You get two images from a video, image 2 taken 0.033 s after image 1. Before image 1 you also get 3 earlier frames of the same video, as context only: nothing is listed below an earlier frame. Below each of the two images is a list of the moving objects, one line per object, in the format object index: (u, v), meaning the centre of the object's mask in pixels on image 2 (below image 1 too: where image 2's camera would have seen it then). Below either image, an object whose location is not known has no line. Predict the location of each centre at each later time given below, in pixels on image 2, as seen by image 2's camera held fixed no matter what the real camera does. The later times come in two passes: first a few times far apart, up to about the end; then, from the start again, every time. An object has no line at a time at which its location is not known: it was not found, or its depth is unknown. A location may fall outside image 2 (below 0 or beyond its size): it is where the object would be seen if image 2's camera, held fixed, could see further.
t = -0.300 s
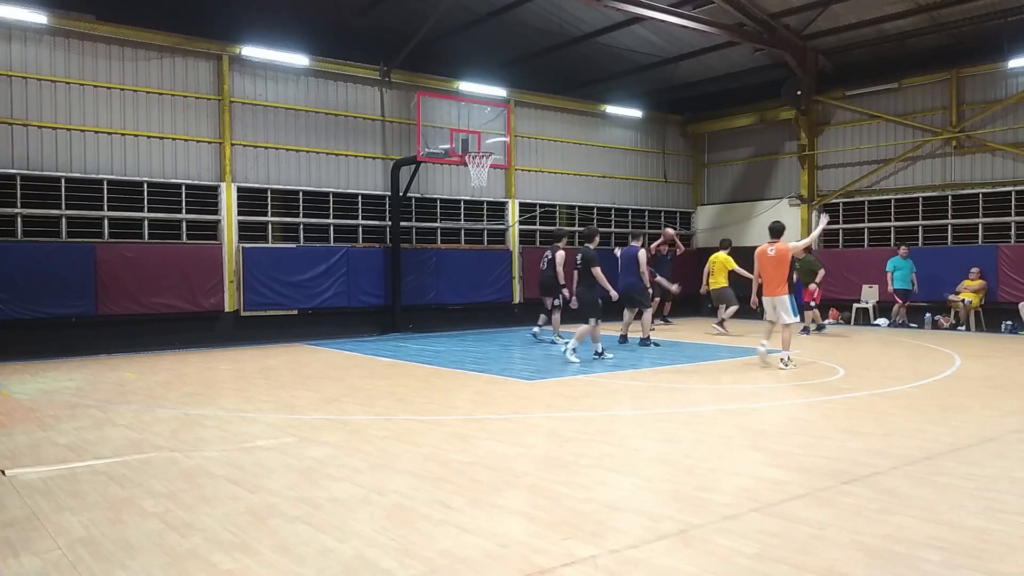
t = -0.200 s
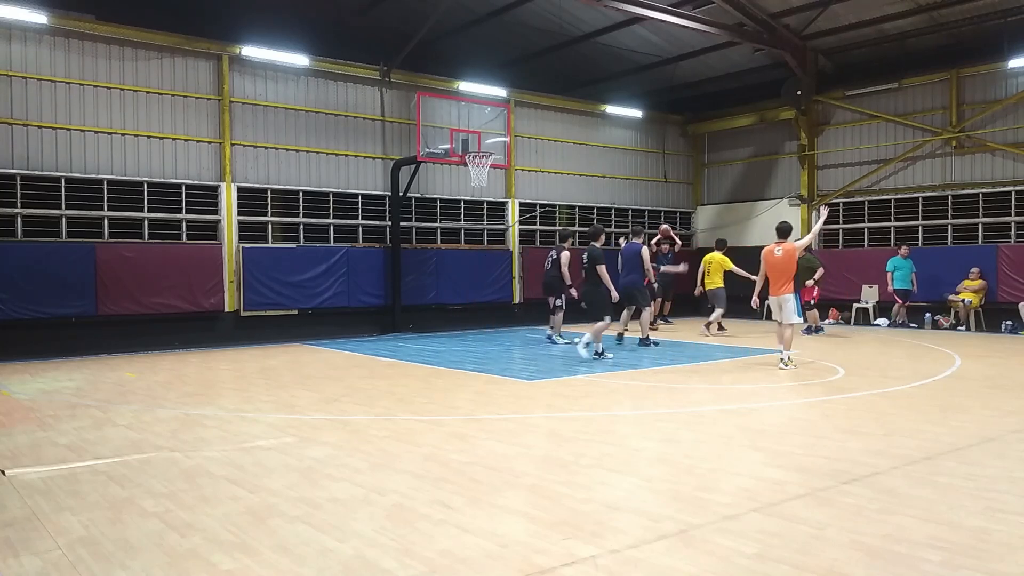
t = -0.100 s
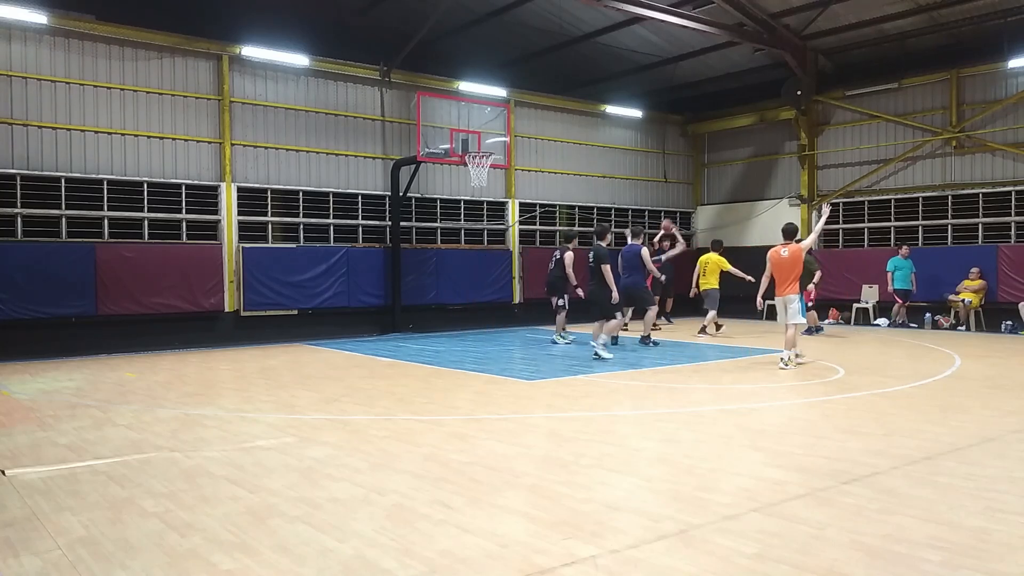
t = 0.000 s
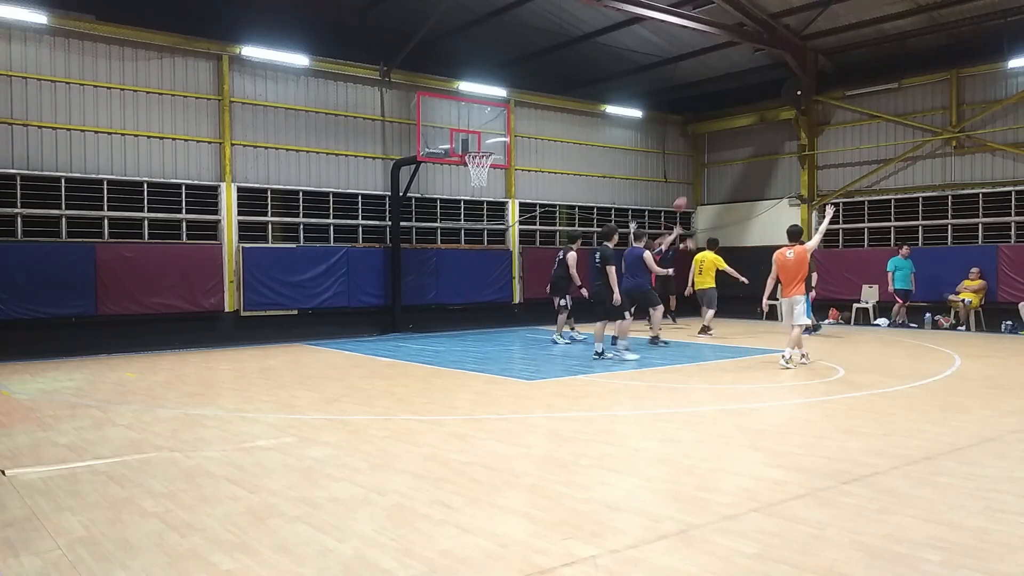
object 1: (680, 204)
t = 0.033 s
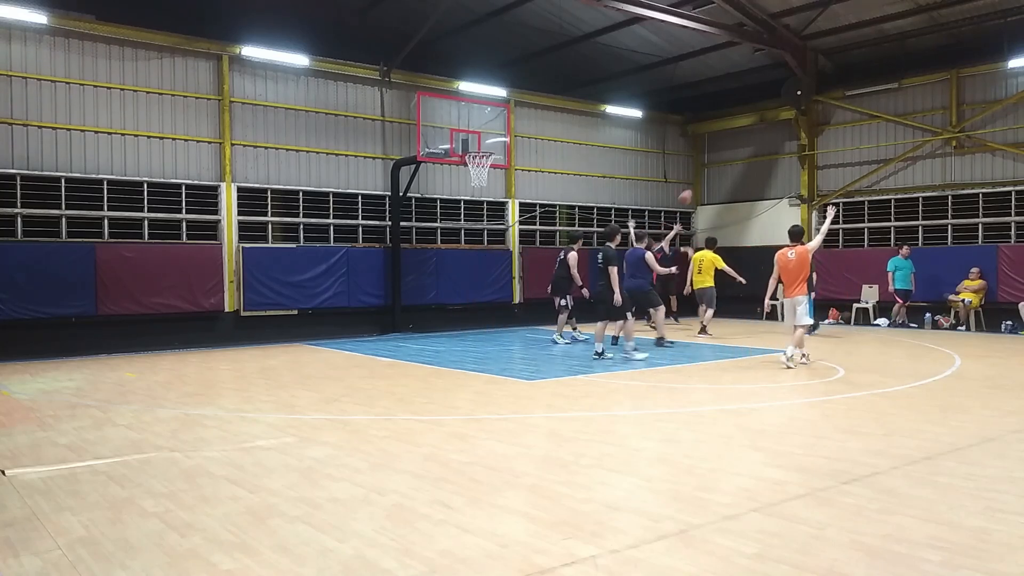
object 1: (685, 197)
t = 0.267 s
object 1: (729, 162)
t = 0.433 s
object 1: (768, 153)
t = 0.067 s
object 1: (691, 191)
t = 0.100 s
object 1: (697, 185)
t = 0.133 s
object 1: (702, 180)
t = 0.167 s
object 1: (709, 174)
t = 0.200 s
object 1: (716, 170)
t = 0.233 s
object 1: (722, 165)
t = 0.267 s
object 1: (729, 162)
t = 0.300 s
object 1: (736, 158)
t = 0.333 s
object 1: (744, 156)
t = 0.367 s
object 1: (752, 155)
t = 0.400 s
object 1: (760, 153)
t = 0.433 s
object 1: (768, 153)
